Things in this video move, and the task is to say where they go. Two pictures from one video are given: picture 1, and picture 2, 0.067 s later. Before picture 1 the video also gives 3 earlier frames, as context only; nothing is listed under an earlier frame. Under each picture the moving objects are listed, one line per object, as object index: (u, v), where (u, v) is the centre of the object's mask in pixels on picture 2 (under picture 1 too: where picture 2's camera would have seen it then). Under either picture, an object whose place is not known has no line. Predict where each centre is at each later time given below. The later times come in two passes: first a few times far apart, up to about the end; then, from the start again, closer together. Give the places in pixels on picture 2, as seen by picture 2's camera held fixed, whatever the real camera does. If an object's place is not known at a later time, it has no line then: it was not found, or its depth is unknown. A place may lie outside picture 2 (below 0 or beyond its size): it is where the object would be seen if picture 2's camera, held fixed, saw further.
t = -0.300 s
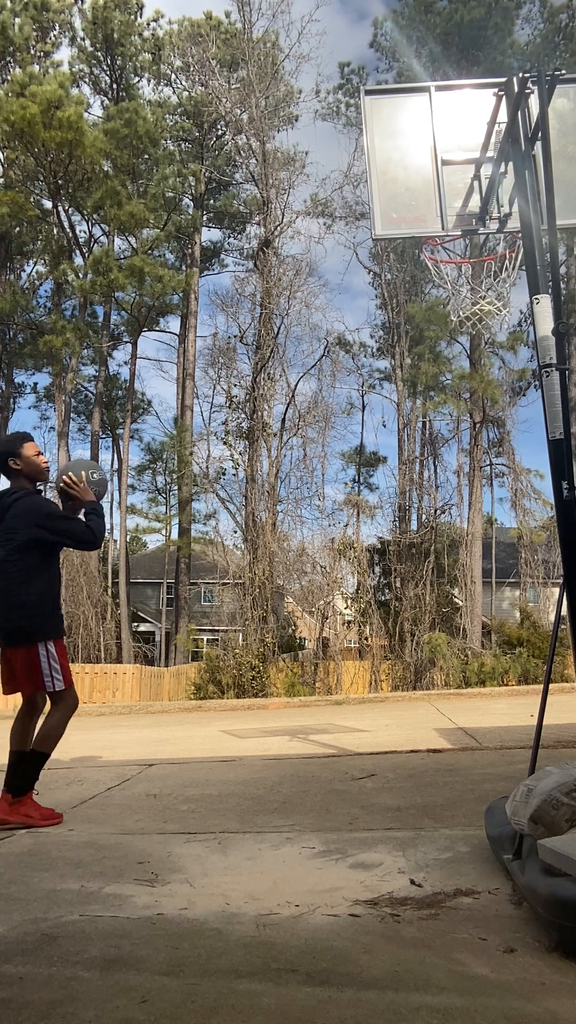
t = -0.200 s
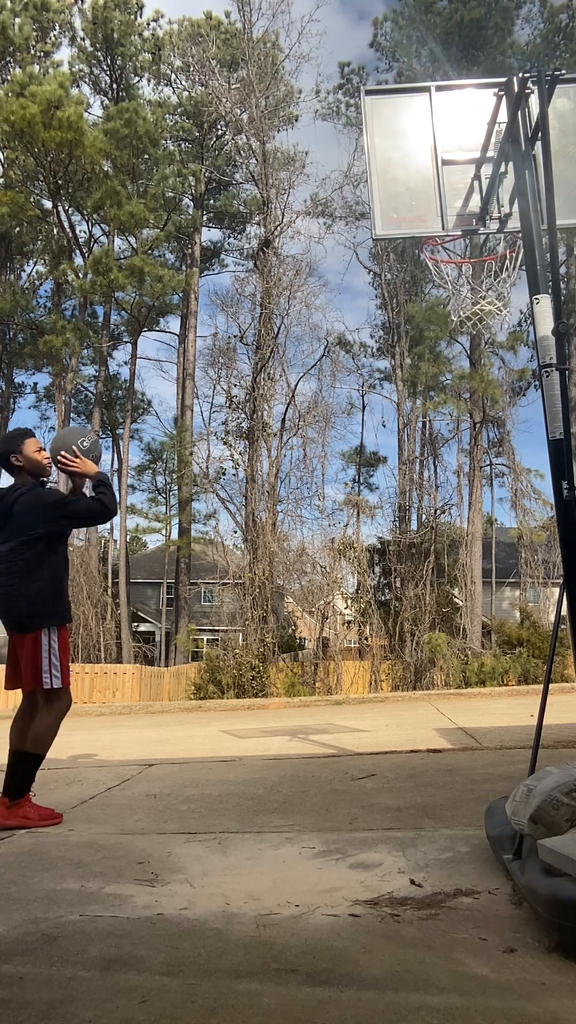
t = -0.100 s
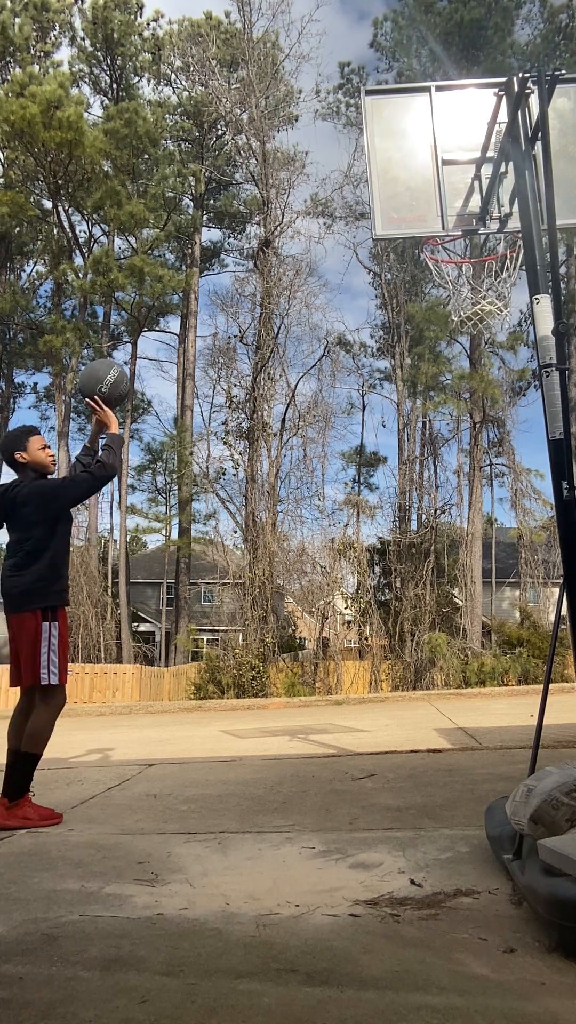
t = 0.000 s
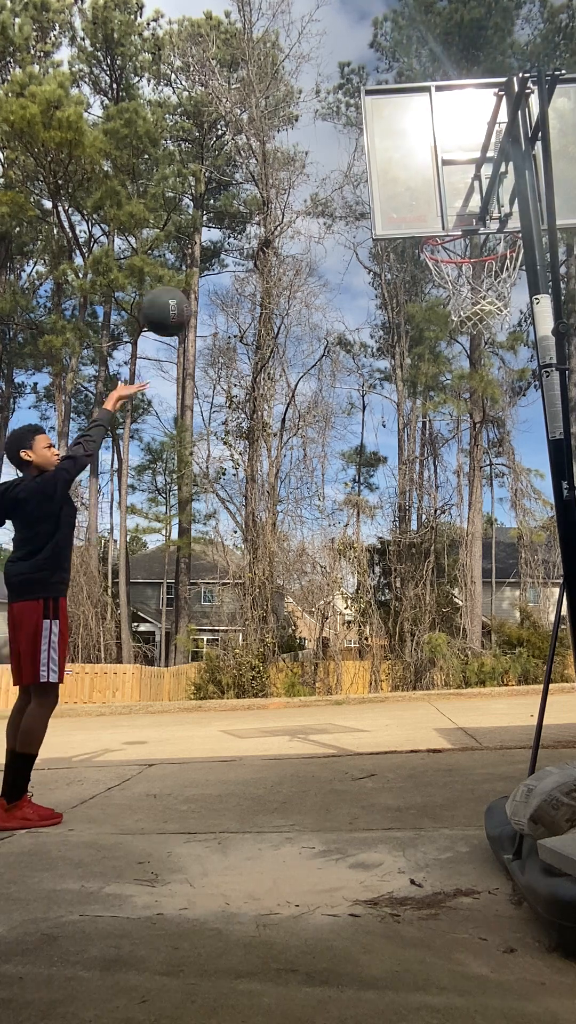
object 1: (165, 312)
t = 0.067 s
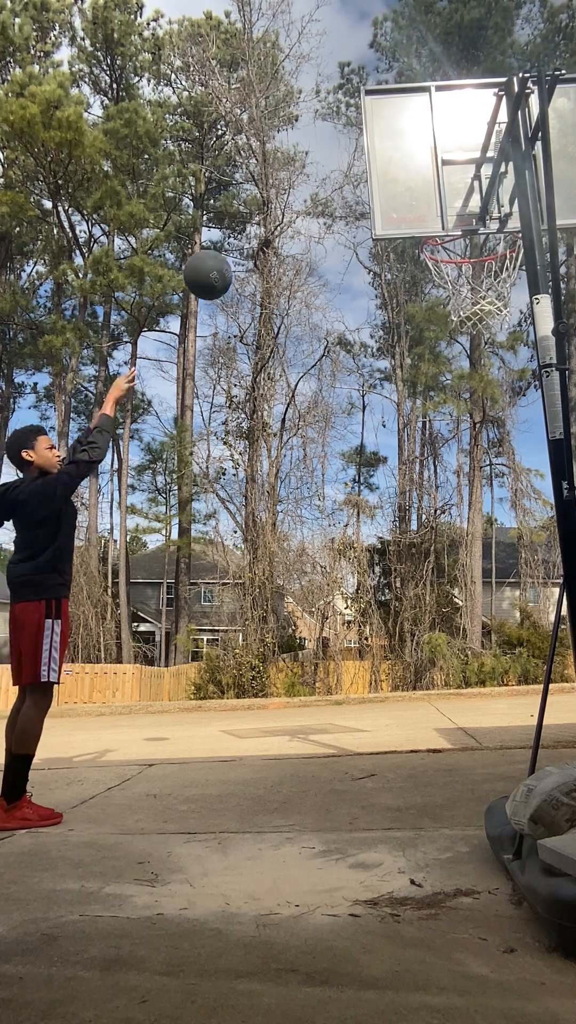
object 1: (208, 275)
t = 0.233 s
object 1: (307, 220)
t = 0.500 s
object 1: (457, 249)
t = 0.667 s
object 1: (500, 250)
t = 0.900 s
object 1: (463, 265)
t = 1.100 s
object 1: (454, 299)
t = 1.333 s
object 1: (477, 350)
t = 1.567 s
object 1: (502, 488)
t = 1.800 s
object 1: (527, 732)
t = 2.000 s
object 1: (531, 588)
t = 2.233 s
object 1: (530, 456)
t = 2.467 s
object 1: (530, 427)
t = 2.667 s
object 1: (535, 480)
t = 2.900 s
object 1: (546, 639)
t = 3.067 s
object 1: (547, 711)
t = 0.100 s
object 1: (228, 260)
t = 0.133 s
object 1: (248, 247)
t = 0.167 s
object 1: (268, 236)
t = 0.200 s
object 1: (287, 228)
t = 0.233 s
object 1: (307, 220)
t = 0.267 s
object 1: (326, 216)
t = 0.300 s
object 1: (345, 213)
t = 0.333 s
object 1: (357, 213)
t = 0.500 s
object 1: (457, 249)
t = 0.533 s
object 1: (468, 248)
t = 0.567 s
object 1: (480, 247)
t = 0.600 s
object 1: (489, 248)
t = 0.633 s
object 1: (501, 251)
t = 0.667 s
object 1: (500, 250)
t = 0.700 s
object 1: (498, 250)
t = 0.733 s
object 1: (494, 251)
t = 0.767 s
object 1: (486, 252)
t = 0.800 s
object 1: (481, 256)
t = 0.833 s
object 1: (475, 259)
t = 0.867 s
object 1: (468, 261)
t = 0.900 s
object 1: (463, 265)
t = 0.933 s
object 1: (457, 270)
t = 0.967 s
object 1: (453, 275)
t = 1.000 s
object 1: (451, 279)
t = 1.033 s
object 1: (452, 287)
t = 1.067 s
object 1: (452, 293)
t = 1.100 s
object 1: (454, 299)
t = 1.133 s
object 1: (456, 305)
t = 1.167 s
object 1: (460, 310)
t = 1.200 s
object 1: (462, 314)
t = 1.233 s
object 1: (466, 321)
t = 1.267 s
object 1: (470, 330)
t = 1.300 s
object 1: (474, 340)
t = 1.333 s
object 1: (477, 350)
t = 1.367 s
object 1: (481, 364)
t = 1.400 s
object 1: (484, 380)
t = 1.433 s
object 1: (487, 397)
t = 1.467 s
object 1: (491, 417)
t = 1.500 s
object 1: (495, 438)
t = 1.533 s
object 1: (498, 462)
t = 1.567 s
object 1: (502, 488)
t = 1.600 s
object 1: (506, 516)
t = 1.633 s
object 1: (509, 547)
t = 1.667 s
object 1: (513, 579)
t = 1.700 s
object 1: (516, 614)
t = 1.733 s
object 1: (520, 651)
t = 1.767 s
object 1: (523, 690)
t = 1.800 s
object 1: (527, 732)
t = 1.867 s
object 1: (530, 716)
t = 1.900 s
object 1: (526, 679)
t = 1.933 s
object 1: (530, 646)
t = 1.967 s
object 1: (531, 616)
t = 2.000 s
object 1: (531, 588)
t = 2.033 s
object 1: (531, 562)
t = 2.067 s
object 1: (531, 539)
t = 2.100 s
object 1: (531, 518)
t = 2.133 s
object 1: (531, 499)
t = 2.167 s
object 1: (531, 482)
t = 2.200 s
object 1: (530, 468)
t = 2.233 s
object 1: (530, 456)
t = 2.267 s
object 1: (529, 445)
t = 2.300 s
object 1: (529, 437)
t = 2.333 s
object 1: (529, 431)
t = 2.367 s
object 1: (529, 427)
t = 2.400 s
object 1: (529, 425)
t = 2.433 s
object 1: (529, 425)
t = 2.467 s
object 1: (530, 427)
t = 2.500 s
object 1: (530, 431)
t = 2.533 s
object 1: (531, 436)
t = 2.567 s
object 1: (532, 444)
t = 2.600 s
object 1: (533, 454)
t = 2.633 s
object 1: (534, 466)
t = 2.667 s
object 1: (535, 480)
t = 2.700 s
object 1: (536, 496)
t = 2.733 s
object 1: (538, 515)
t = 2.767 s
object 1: (539, 535)
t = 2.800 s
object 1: (541, 558)
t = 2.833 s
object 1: (542, 582)
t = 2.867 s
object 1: (543, 610)
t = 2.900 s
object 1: (546, 639)
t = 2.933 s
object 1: (550, 671)
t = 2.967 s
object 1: (551, 706)
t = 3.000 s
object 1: (556, 743)
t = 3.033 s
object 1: (556, 744)
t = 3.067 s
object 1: (547, 711)
